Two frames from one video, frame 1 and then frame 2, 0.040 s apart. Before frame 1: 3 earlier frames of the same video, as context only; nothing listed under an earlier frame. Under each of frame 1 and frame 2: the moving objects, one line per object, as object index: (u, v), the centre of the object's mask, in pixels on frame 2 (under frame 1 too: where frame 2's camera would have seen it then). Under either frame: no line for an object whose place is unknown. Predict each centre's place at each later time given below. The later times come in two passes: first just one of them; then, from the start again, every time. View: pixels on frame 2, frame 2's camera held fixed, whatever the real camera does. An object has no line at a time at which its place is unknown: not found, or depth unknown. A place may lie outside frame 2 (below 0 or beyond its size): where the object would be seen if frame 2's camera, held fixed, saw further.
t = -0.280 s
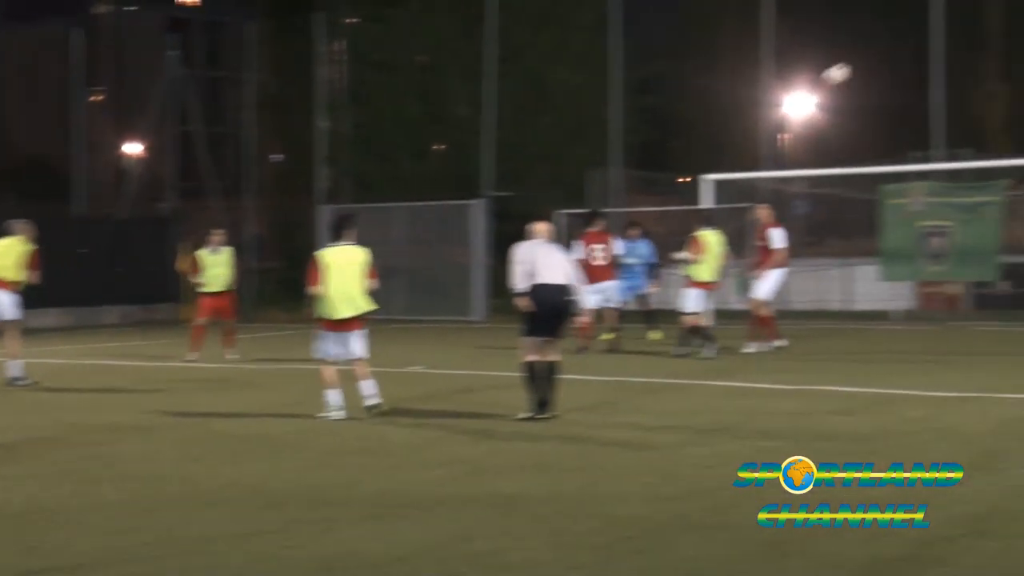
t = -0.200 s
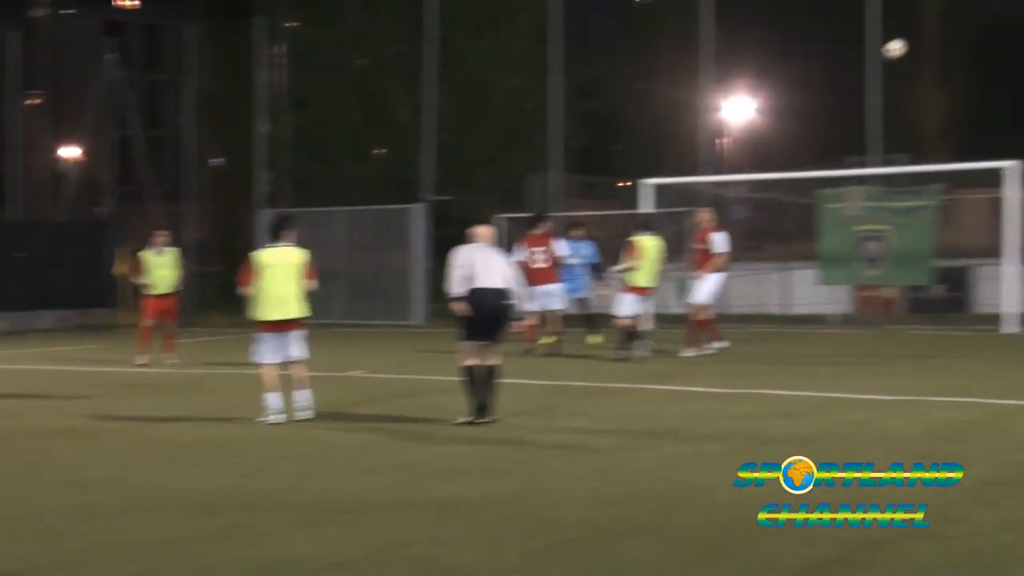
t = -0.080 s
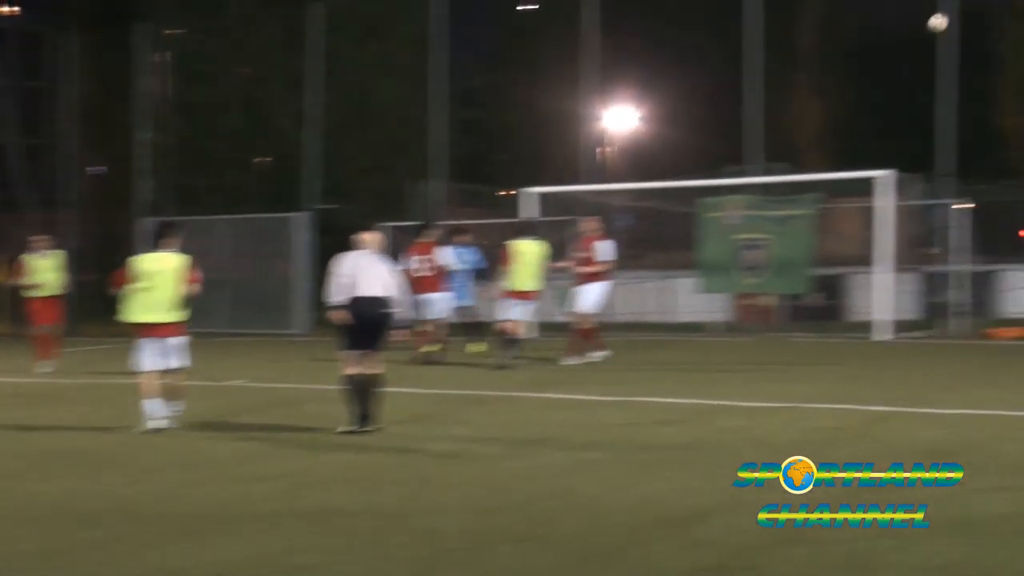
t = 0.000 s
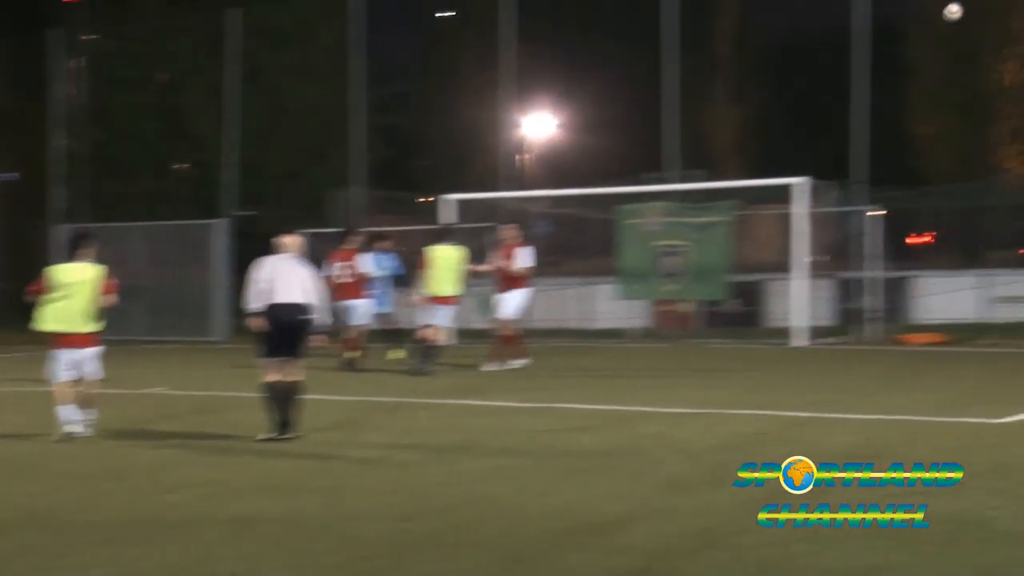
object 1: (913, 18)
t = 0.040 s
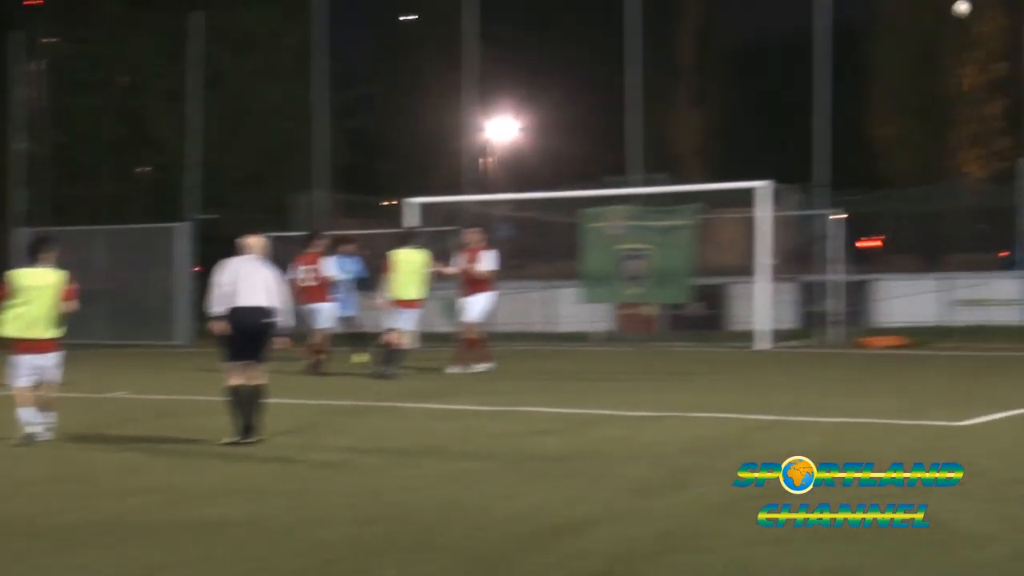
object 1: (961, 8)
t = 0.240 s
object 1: (1198, -31)
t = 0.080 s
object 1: (1010, -1)
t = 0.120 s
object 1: (1058, -9)
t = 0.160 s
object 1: (1106, -16)
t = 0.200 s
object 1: (1154, -24)
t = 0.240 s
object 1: (1198, -31)
